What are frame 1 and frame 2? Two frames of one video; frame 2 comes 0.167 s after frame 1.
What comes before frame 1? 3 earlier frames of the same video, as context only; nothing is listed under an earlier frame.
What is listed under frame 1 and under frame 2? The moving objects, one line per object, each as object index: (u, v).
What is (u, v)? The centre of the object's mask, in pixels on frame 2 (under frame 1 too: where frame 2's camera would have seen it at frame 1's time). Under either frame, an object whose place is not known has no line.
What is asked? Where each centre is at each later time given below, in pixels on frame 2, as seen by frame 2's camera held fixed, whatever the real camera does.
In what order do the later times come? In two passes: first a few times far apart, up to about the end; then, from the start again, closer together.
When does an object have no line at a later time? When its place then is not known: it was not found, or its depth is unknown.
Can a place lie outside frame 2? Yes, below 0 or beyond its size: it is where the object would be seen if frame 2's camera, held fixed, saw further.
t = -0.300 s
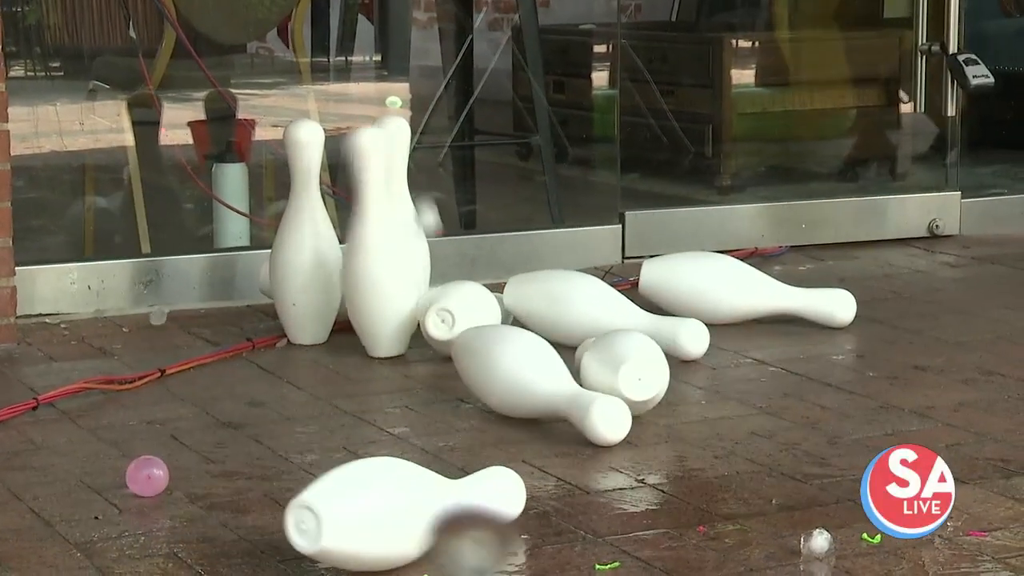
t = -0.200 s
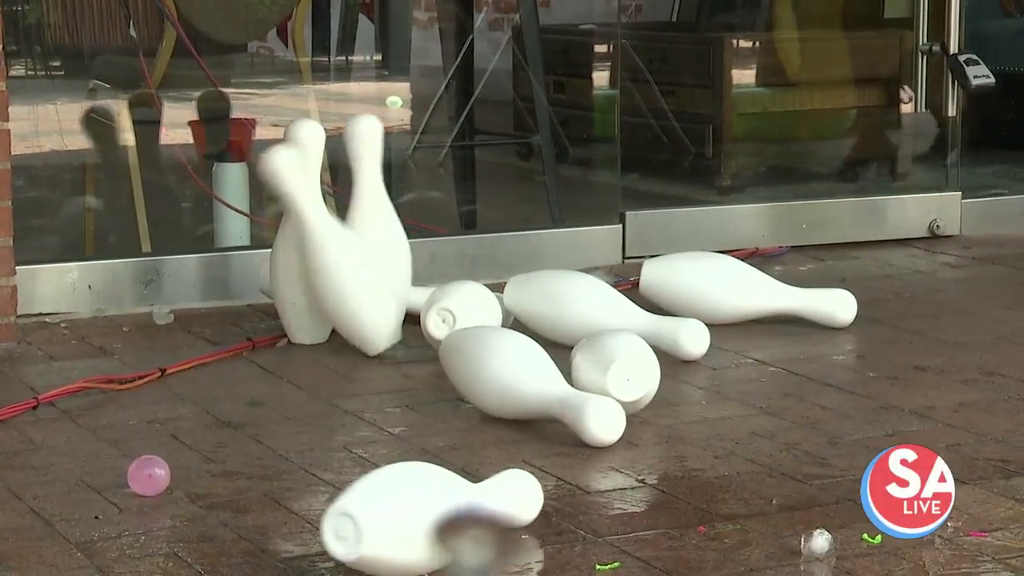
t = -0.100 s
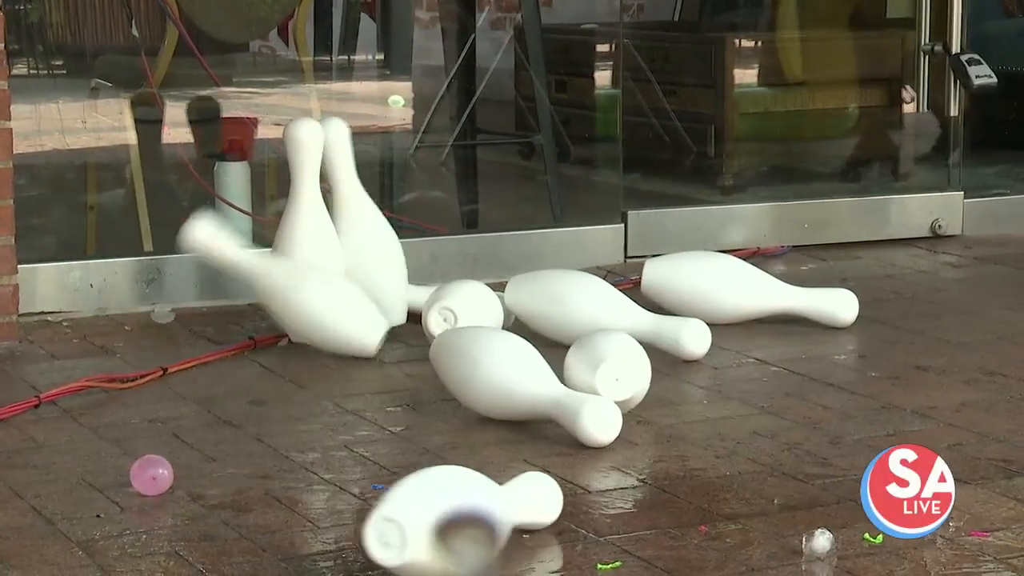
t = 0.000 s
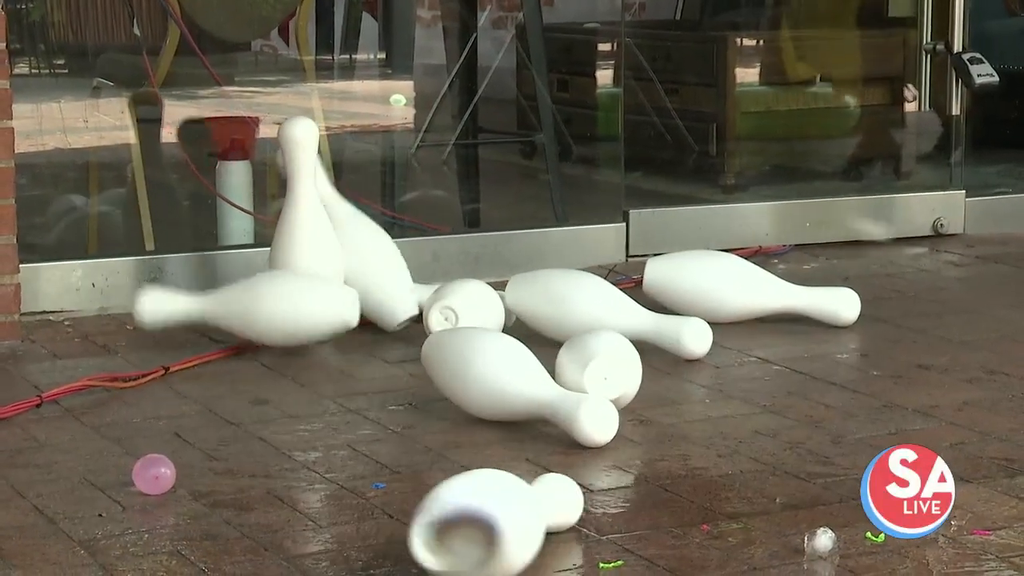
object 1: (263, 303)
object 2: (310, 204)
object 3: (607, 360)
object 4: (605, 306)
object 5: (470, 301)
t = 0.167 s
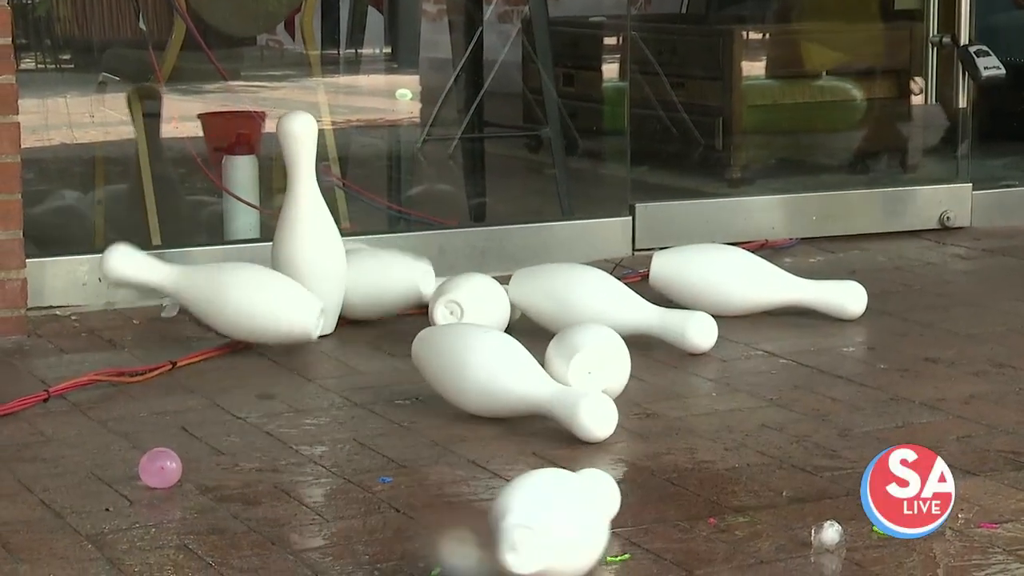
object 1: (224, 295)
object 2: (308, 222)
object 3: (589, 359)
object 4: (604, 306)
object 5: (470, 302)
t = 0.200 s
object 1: (220, 299)
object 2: (307, 223)
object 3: (586, 358)
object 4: (604, 306)
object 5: (470, 302)
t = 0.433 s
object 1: (184, 319)
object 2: (299, 237)
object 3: (566, 357)
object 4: (603, 307)
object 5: (469, 304)
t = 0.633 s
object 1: (167, 329)
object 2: (289, 239)
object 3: (555, 357)
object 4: (602, 307)
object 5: (470, 305)
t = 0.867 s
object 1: (137, 335)
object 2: (256, 255)
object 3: (550, 358)
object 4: (603, 307)
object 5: (469, 306)
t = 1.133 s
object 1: (119, 337)
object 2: (255, 303)
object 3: (553, 359)
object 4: (604, 307)
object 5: (469, 308)
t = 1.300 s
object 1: (112, 338)
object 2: (266, 320)
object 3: (557, 360)
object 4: (604, 306)
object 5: (468, 309)
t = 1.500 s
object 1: (115, 338)
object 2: (272, 330)
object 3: (560, 362)
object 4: (607, 306)
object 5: (468, 310)
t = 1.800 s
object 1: (125, 337)
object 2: (260, 344)
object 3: (569, 363)
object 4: (606, 306)
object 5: (467, 310)
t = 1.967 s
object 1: (124, 337)
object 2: (256, 346)
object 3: (575, 365)
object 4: (604, 306)
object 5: (467, 310)
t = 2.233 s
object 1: (128, 337)
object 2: (259, 344)
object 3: (590, 366)
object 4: (604, 306)
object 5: (467, 310)
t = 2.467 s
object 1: (134, 337)
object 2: (266, 342)
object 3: (605, 366)
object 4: (605, 305)
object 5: (467, 310)
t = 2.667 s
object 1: (139, 337)
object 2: (273, 339)
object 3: (616, 365)
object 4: (604, 305)
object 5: (467, 310)
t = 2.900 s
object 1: (143, 336)
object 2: (280, 339)
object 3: (626, 364)
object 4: (602, 306)
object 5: (468, 310)
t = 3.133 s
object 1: (145, 336)
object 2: (282, 338)
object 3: (630, 364)
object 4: (602, 305)
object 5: (468, 310)
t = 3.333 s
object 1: (147, 335)
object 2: (285, 336)
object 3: (632, 364)
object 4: (602, 305)
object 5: (468, 310)
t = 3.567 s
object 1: (150, 335)
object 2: (288, 335)
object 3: (632, 364)
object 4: (601, 305)
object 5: (468, 310)
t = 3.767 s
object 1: (152, 334)
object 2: (291, 334)
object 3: (629, 364)
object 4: (602, 306)
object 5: (468, 310)
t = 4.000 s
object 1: (155, 334)
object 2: (293, 333)
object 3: (625, 364)
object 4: (603, 306)
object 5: (468, 310)
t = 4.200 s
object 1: (154, 334)
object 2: (294, 332)
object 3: (619, 365)
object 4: (603, 305)
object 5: (467, 310)
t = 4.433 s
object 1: (154, 334)
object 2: (295, 331)
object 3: (608, 365)
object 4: (598, 307)
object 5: (468, 310)
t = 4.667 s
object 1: (154, 334)
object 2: (297, 329)
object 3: (597, 365)
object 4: (594, 308)
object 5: (465, 310)
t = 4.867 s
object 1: (154, 334)
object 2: (300, 326)
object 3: (590, 365)
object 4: (589, 309)
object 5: (458, 310)
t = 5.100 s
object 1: (154, 334)
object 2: (300, 325)
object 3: (581, 365)
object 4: (586, 310)
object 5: (450, 309)
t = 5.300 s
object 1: (154, 334)
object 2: (299, 327)
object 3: (580, 365)
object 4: (584, 310)
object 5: (447, 308)
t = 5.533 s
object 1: (154, 334)
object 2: (297, 329)
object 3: (586, 365)
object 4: (584, 311)
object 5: (448, 309)
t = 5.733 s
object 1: (154, 334)
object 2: (296, 330)
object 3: (593, 365)
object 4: (583, 311)
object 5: (448, 309)
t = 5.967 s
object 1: (154, 334)
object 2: (295, 331)
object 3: (598, 366)
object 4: (583, 311)
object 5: (448, 309)
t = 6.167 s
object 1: (154, 334)
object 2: (295, 331)
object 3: (605, 366)
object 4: (582, 311)
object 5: (448, 309)
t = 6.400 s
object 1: (153, 334)
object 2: (296, 329)
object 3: (611, 365)
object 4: (580, 311)
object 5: (449, 309)
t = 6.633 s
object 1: (154, 334)
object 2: (299, 327)
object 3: (615, 365)
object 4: (580, 311)
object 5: (449, 309)
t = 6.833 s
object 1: (154, 334)
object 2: (300, 326)
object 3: (614, 365)
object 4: (580, 310)
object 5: (448, 309)
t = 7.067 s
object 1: (153, 334)
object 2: (298, 328)
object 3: (612, 365)
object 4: (580, 311)
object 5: (448, 309)
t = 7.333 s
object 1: (154, 334)
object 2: (296, 329)
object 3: (608, 365)
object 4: (581, 311)
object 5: (448, 308)
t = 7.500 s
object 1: (154, 334)
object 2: (296, 329)
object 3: (603, 365)
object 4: (581, 311)
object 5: (448, 309)
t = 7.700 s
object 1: (155, 334)
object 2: (298, 328)
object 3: (597, 365)
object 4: (581, 311)
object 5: (448, 308)
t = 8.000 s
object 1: (154, 334)
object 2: (300, 326)
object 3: (601, 365)
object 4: (582, 311)
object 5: (448, 308)
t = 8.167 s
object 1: (154, 334)
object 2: (299, 327)
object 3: (605, 366)
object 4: (582, 311)
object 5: (448, 308)
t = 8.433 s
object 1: (154, 334)
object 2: (298, 329)
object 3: (608, 366)
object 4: (581, 311)
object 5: (448, 308)
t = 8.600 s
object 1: (154, 334)
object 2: (297, 329)
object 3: (608, 365)
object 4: (581, 311)
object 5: (448, 309)
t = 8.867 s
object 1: (154, 334)
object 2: (299, 328)
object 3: (604, 365)
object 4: (582, 311)
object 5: (450, 309)
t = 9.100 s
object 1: (154, 334)
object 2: (300, 326)
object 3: (598, 365)
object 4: (582, 311)
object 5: (450, 309)
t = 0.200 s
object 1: (220, 299)
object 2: (307, 223)
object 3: (586, 358)
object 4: (604, 306)
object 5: (470, 302)
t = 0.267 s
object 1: (206, 317)
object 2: (304, 228)
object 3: (579, 358)
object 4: (604, 306)
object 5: (470, 303)
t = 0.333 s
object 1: (195, 308)
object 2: (303, 233)
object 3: (574, 358)
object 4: (603, 307)
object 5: (470, 303)
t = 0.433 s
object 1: (184, 319)
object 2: (299, 237)
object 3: (566, 357)
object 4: (603, 307)
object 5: (469, 304)
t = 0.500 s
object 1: (181, 324)
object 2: (296, 238)
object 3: (561, 357)
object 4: (603, 307)
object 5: (469, 304)
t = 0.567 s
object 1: (175, 326)
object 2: (293, 238)
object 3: (557, 357)
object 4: (602, 307)
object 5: (469, 304)
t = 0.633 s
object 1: (167, 329)
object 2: (289, 239)
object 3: (555, 357)
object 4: (602, 307)
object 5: (470, 305)
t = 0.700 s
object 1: (158, 330)
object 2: (284, 241)
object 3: (553, 357)
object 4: (602, 307)
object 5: (470, 305)
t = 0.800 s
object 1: (145, 334)
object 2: (270, 247)
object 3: (551, 357)
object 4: (603, 307)
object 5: (469, 306)
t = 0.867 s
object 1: (137, 335)
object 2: (256, 255)
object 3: (550, 358)
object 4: (603, 307)
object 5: (469, 306)
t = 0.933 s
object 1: (130, 336)
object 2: (243, 277)
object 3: (550, 358)
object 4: (602, 308)
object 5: (469, 307)
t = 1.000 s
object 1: (125, 336)
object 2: (256, 303)
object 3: (551, 358)
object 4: (603, 307)
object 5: (469, 307)
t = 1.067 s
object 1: (121, 337)
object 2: (261, 297)
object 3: (552, 359)
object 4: (603, 307)
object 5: (469, 307)
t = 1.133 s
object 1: (119, 337)
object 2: (255, 303)
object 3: (553, 359)
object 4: (604, 307)
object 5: (469, 308)
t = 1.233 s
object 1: (115, 338)
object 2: (264, 310)
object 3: (556, 360)
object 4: (604, 307)
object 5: (468, 309)
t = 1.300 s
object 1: (112, 338)
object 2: (266, 320)
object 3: (557, 360)
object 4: (604, 306)
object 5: (468, 309)
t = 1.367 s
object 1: (111, 338)
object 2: (270, 324)
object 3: (558, 361)
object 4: (604, 306)
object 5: (468, 309)
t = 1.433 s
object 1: (112, 338)
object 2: (273, 332)
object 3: (559, 361)
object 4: (607, 306)
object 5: (468, 310)
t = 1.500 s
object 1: (115, 338)
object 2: (272, 330)
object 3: (560, 362)
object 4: (607, 306)
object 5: (468, 310)
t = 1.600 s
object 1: (119, 338)
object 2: (271, 335)
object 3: (563, 362)
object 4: (607, 306)
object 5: (467, 310)
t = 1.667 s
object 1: (122, 338)
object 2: (268, 338)
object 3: (565, 362)
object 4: (607, 306)
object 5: (467, 311)
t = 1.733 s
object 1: (125, 338)
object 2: (265, 342)
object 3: (567, 363)
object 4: (606, 306)
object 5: (468, 310)
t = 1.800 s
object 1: (125, 337)
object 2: (260, 344)
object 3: (569, 363)
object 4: (606, 306)
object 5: (467, 310)
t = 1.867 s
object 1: (125, 337)
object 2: (258, 346)
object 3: (571, 364)
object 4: (605, 306)
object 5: (467, 310)
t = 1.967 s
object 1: (124, 337)
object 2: (256, 346)
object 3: (575, 365)
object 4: (604, 306)
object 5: (467, 310)
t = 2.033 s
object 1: (125, 337)
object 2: (257, 346)
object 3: (578, 365)
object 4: (604, 306)
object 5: (467, 310)
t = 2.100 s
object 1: (126, 337)
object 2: (257, 346)
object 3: (582, 365)
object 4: (604, 306)
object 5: (467, 310)
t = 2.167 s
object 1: (127, 337)
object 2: (258, 345)
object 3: (586, 365)
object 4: (604, 306)
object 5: (467, 310)
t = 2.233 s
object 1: (128, 337)
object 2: (259, 344)
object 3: (590, 366)
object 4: (604, 306)
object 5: (467, 310)
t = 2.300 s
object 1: (130, 337)
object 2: (261, 344)
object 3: (594, 365)
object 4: (604, 306)
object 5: (467, 310)
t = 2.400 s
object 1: (132, 337)
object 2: (264, 343)
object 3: (601, 366)
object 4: (605, 305)
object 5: (467, 310)
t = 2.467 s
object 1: (134, 337)
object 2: (266, 342)
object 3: (605, 366)
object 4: (605, 305)
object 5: (467, 310)
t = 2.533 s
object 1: (135, 337)
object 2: (268, 341)
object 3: (609, 365)
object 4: (605, 305)
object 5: (467, 310)
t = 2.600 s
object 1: (137, 337)
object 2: (271, 340)
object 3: (613, 365)
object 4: (604, 305)
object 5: (467, 310)
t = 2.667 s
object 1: (139, 337)
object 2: (273, 339)
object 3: (616, 365)
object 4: (604, 305)
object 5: (467, 310)
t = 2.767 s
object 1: (141, 336)
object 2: (276, 339)
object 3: (621, 365)
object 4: (603, 306)
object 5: (468, 310)
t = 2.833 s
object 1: (142, 336)
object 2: (278, 339)
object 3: (624, 364)
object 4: (602, 306)
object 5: (468, 310)
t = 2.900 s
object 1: (143, 336)
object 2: (280, 339)
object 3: (626, 364)
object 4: (602, 306)
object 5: (468, 310)
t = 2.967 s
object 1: (144, 336)
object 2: (281, 338)
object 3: (627, 364)
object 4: (602, 306)
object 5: (468, 310)
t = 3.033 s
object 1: (145, 336)
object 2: (282, 338)
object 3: (628, 364)
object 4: (602, 305)
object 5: (468, 310)
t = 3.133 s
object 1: (145, 336)
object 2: (282, 338)
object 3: (630, 364)
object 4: (602, 305)
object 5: (468, 310)
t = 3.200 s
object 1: (146, 335)
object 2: (284, 337)
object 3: (631, 364)
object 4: (603, 305)
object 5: (468, 310)
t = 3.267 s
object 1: (146, 335)
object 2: (284, 337)
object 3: (631, 364)
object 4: (603, 305)
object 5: (468, 310)
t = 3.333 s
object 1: (147, 335)
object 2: (285, 336)
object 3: (632, 364)
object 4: (602, 305)
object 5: (468, 310)
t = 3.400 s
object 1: (148, 335)
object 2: (286, 336)
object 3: (632, 364)
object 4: (602, 305)
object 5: (468, 310)
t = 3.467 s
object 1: (149, 335)
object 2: (287, 336)
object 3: (632, 364)
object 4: (602, 305)
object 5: (468, 310)
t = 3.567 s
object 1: (150, 335)
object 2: (288, 335)
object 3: (632, 364)
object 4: (601, 305)
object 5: (468, 310)
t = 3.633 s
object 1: (151, 335)
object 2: (289, 335)
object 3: (631, 364)
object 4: (601, 305)
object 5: (468, 310)
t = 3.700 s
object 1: (152, 334)
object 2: (290, 334)
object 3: (630, 364)
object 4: (602, 306)
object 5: (468, 310)
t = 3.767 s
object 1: (152, 334)
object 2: (291, 334)
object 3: (629, 364)
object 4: (602, 306)
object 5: (468, 310)
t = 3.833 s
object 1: (153, 334)
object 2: (292, 334)
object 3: (628, 364)
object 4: (602, 305)
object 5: (468, 310)
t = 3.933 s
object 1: (155, 334)
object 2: (293, 333)
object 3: (627, 364)
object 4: (602, 305)
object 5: (468, 310)
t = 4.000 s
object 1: (155, 334)
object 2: (293, 333)
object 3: (625, 364)
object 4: (603, 306)
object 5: (468, 310)
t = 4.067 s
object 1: (155, 334)
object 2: (293, 332)
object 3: (623, 364)
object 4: (603, 306)
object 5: (467, 310)
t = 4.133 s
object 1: (155, 334)
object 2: (294, 332)
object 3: (621, 364)
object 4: (603, 306)
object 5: (467, 310)
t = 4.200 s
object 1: (154, 334)
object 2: (294, 332)
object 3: (619, 365)
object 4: (603, 305)
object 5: (467, 310)
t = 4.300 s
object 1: (154, 334)
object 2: (294, 331)
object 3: (615, 365)
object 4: (601, 306)
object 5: (467, 310)
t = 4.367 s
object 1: (154, 334)
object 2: (295, 331)
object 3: (612, 365)
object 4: (600, 306)
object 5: (468, 310)
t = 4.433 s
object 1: (154, 334)
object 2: (295, 331)
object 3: (608, 365)
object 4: (598, 307)
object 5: (468, 310)
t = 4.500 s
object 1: (154, 334)
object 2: (296, 330)
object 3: (605, 366)
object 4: (596, 308)
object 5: (467, 310)
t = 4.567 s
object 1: (154, 334)
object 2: (296, 330)
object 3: (602, 365)
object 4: (595, 308)
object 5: (467, 310)
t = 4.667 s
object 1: (154, 334)
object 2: (297, 329)
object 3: (597, 365)
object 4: (594, 308)
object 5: (465, 310)
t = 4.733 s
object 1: (154, 334)
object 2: (298, 328)
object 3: (594, 365)
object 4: (592, 309)
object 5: (463, 310)
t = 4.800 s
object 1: (154, 334)
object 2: (299, 328)
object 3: (592, 365)
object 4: (591, 309)
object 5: (461, 310)
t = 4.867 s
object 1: (154, 334)
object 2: (300, 326)
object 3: (590, 365)
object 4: (589, 309)
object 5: (458, 310)
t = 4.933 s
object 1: (154, 334)
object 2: (300, 326)
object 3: (587, 365)
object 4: (588, 310)
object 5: (456, 310)
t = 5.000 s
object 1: (154, 334)
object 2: (300, 325)
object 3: (584, 365)
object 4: (587, 310)
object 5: (453, 309)
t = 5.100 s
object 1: (154, 334)
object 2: (300, 325)
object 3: (581, 365)
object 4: (586, 310)
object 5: (450, 309)
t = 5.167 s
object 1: (154, 334)
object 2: (300, 325)
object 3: (580, 365)
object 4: (585, 310)
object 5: (449, 309)
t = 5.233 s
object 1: (154, 334)
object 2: (300, 326)
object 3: (580, 365)
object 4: (585, 310)
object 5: (448, 309)
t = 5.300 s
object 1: (154, 334)
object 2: (299, 327)
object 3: (580, 365)
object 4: (584, 310)
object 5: (447, 308)
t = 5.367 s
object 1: (154, 334)
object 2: (298, 328)
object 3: (581, 365)
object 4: (584, 310)
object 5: (447, 308)
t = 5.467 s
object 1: (154, 334)
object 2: (297, 329)
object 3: (583, 365)
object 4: (584, 311)
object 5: (448, 309)
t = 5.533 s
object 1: (154, 334)
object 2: (297, 329)
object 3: (586, 365)
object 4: (584, 311)
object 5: (448, 309)
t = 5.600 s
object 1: (154, 334)
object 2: (296, 330)
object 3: (589, 366)
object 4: (583, 311)
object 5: (448, 308)
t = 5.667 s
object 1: (154, 334)
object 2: (296, 330)
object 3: (591, 365)
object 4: (583, 311)
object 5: (448, 309)
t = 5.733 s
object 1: (154, 334)
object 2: (296, 330)
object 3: (593, 365)
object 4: (583, 311)
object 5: (448, 309)
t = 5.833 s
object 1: (154, 334)
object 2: (295, 331)
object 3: (594, 365)
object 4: (583, 311)
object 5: (448, 309)
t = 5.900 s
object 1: (154, 334)
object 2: (295, 331)
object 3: (596, 365)
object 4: (583, 311)
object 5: (448, 309)
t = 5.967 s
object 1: (154, 334)
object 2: (295, 331)
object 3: (598, 366)
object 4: (583, 311)
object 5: (448, 309)
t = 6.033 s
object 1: (154, 334)
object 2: (295, 331)
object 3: (601, 366)
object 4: (582, 311)
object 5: (448, 309)
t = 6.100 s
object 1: (154, 334)
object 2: (295, 331)
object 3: (603, 365)
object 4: (582, 311)
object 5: (448, 309)
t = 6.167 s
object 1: (154, 334)
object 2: (295, 331)
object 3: (605, 366)
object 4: (582, 311)
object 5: (448, 309)
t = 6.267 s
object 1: (153, 334)
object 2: (296, 330)
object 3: (608, 365)
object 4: (581, 311)
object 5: (448, 309)
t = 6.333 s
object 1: (154, 334)
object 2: (296, 330)
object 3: (610, 365)
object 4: (581, 311)
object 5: (448, 309)
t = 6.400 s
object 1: (153, 334)
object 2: (296, 329)
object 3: (611, 365)
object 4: (580, 311)
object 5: (449, 309)
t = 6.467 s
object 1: (154, 334)
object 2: (297, 329)
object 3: (612, 365)
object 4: (580, 311)
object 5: (449, 309)
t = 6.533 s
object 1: (154, 334)
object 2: (298, 328)
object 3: (614, 365)
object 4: (580, 311)
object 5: (449, 309)
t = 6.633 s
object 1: (154, 334)
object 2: (299, 327)
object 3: (615, 365)
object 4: (580, 311)
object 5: (449, 309)
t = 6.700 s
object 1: (154, 334)
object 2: (299, 326)
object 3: (615, 365)
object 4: (580, 310)
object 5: (450, 309)
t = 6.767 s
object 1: (154, 334)
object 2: (300, 326)
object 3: (615, 365)
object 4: (580, 310)
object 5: (448, 309)
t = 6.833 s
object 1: (154, 334)
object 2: (300, 326)
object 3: (614, 365)
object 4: (580, 310)
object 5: (448, 309)
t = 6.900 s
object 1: (154, 334)
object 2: (300, 326)
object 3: (614, 365)
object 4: (580, 310)
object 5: (448, 309)
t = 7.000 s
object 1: (153, 334)
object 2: (299, 327)
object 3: (612, 365)
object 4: (580, 310)
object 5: (448, 309)
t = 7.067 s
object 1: (153, 334)
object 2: (298, 328)
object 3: (612, 365)
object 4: (580, 311)
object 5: (448, 309)
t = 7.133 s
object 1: (153, 334)
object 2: (297, 328)
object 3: (611, 365)
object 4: (580, 311)
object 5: (448, 308)
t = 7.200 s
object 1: (153, 334)
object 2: (297, 329)
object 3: (610, 365)
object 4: (580, 311)
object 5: (448, 309)
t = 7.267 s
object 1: (153, 334)
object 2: (296, 329)
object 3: (609, 365)
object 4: (580, 311)
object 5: (448, 308)
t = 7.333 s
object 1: (154, 334)
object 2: (296, 329)
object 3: (608, 365)
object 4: (581, 311)
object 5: (448, 308)
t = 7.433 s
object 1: (154, 334)
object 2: (296, 329)
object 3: (605, 365)
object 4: (581, 311)
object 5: (448, 308)
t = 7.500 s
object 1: (154, 334)
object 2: (296, 329)
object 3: (603, 365)
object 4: (581, 311)
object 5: (448, 309)
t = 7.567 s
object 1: (155, 334)
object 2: (297, 329)
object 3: (601, 366)
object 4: (581, 311)
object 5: (448, 309)
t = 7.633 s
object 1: (155, 334)
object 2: (297, 329)
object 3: (599, 366)
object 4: (582, 311)
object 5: (448, 308)
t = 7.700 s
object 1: (155, 334)
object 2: (298, 328)
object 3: (597, 365)
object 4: (581, 311)
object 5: (448, 308)
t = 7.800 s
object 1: (154, 334)
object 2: (298, 328)
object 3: (596, 365)
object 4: (583, 311)
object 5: (448, 308)
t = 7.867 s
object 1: (154, 334)
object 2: (299, 327)
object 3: (597, 365)
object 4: (583, 311)
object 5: (448, 308)
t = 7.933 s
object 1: (154, 334)
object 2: (300, 326)
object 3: (599, 365)
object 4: (582, 310)
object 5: (448, 308)
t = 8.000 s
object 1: (154, 334)
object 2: (300, 326)
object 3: (601, 365)
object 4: (582, 311)
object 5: (448, 308)
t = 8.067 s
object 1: (154, 334)
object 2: (300, 326)
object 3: (603, 365)
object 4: (582, 311)
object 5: (448, 308)
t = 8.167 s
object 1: (154, 334)
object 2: (299, 327)
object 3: (605, 366)
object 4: (582, 311)
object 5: (448, 308)
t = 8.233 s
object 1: (154, 334)
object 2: (299, 327)
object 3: (606, 365)
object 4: (581, 311)
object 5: (448, 308)
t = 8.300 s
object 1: (154, 334)
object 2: (298, 328)
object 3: (607, 365)
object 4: (581, 310)
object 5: (448, 308)
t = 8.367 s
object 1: (154, 334)
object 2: (298, 328)
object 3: (608, 365)
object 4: (581, 310)
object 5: (448, 308)
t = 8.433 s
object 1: (154, 334)
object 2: (298, 329)
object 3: (608, 366)
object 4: (581, 311)
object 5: (448, 308)
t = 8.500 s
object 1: (154, 334)
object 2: (297, 329)
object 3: (608, 365)
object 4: (581, 311)
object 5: (448, 309)
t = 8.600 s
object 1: (154, 334)
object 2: (297, 329)
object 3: (608, 365)
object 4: (581, 311)
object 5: (448, 309)
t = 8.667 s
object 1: (154, 334)
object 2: (298, 329)
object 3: (607, 365)
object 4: (581, 311)
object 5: (450, 309)
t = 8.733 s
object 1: (154, 334)
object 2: (298, 328)
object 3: (606, 365)
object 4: (581, 311)
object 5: (450, 309)
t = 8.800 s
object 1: (154, 334)
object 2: (298, 328)
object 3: (605, 365)
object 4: (582, 311)
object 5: (450, 309)
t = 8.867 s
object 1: (154, 334)
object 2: (299, 328)
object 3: (604, 365)
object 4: (582, 311)
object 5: (450, 309)
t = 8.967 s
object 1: (154, 334)
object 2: (299, 327)
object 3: (601, 366)
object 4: (582, 311)
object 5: (450, 309)
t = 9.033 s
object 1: (154, 334)
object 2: (300, 326)
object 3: (600, 365)
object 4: (582, 311)
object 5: (450, 309)
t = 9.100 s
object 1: (154, 334)
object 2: (300, 326)
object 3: (598, 365)
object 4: (582, 311)
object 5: (450, 309)
